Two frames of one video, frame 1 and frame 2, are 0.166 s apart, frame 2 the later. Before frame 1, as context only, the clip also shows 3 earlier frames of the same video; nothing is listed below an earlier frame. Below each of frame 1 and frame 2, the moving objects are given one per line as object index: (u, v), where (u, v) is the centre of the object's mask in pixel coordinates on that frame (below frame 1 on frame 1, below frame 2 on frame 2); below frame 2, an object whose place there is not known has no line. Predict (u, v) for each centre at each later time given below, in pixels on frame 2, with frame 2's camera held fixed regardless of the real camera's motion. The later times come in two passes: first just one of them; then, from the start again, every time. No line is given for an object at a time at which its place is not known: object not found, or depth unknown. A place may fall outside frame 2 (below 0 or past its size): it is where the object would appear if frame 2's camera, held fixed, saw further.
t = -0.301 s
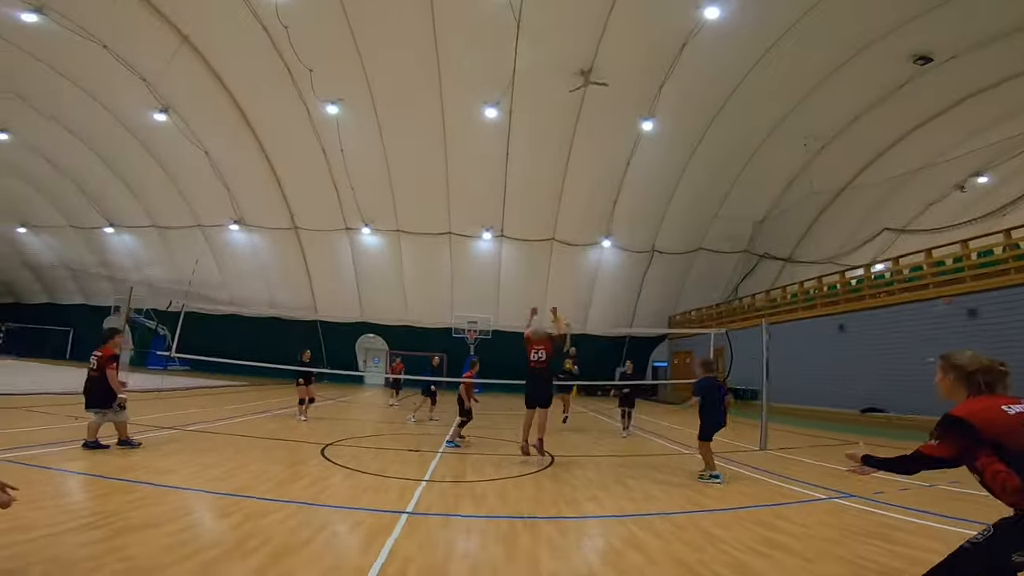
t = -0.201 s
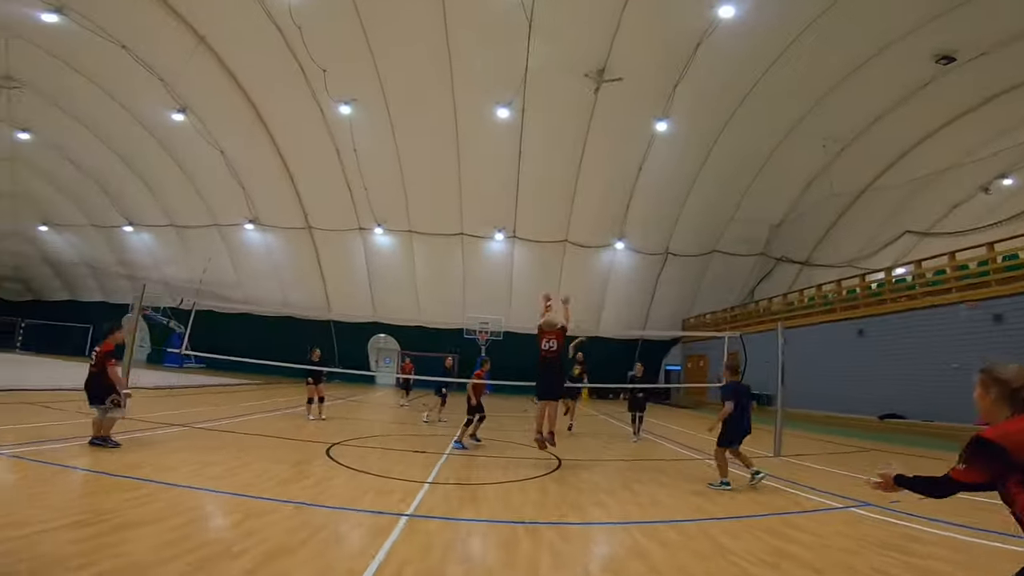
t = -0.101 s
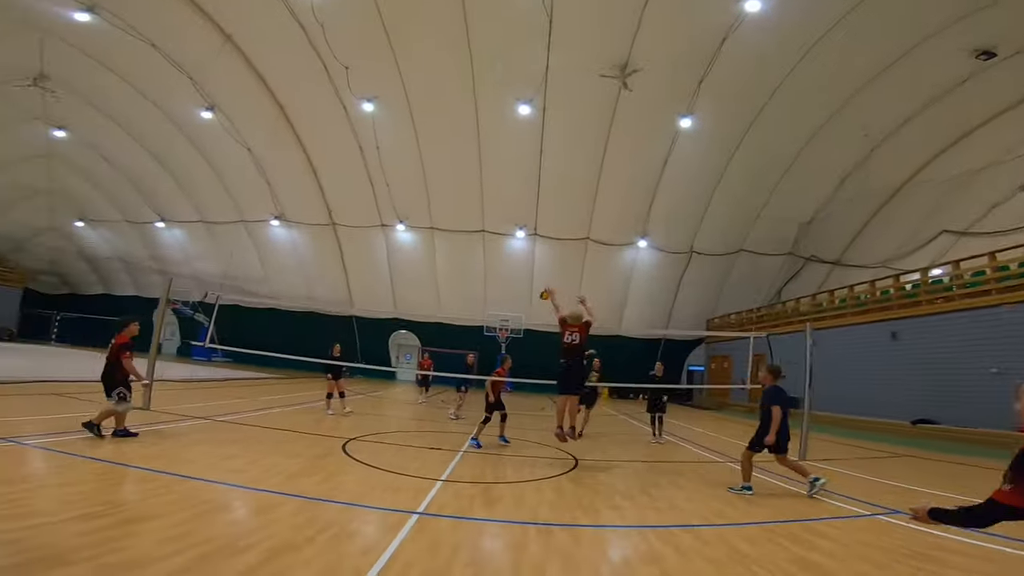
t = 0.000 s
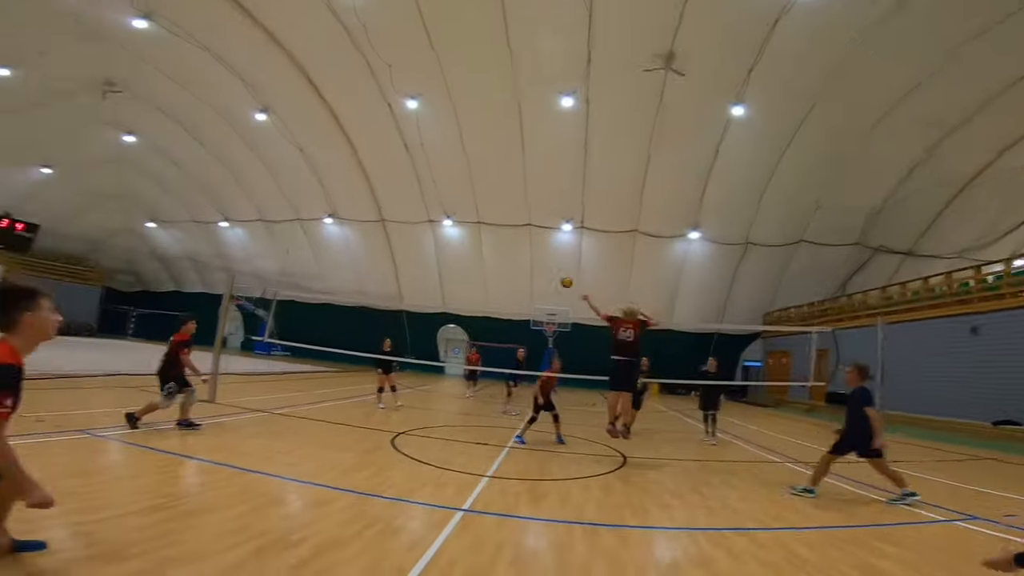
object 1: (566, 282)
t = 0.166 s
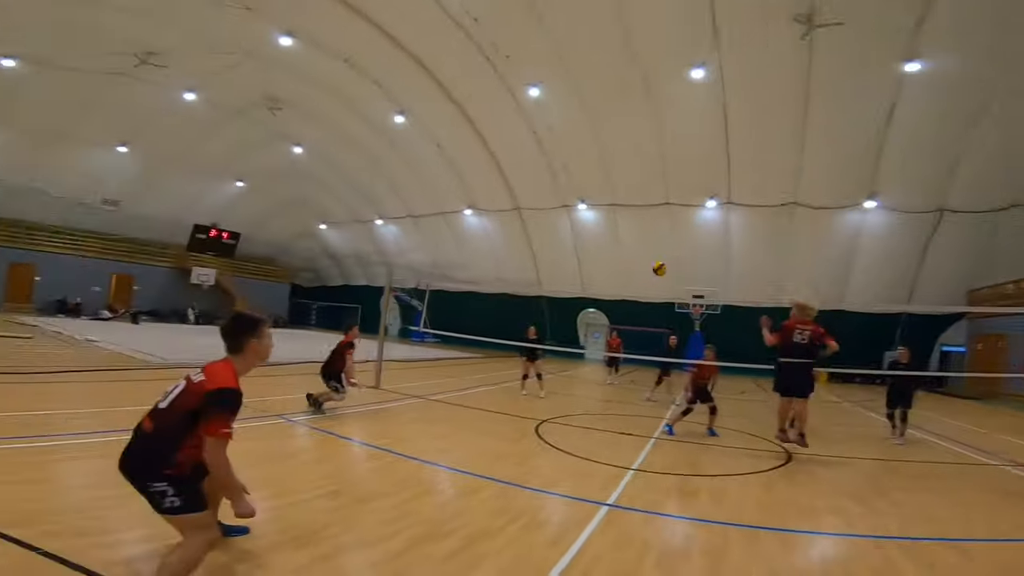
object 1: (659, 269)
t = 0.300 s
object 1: (609, 292)
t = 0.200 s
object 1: (647, 274)
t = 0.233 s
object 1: (635, 278)
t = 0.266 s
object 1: (622, 286)
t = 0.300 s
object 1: (609, 292)
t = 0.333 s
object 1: (595, 299)
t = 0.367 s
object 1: (578, 311)
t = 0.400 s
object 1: (563, 322)
